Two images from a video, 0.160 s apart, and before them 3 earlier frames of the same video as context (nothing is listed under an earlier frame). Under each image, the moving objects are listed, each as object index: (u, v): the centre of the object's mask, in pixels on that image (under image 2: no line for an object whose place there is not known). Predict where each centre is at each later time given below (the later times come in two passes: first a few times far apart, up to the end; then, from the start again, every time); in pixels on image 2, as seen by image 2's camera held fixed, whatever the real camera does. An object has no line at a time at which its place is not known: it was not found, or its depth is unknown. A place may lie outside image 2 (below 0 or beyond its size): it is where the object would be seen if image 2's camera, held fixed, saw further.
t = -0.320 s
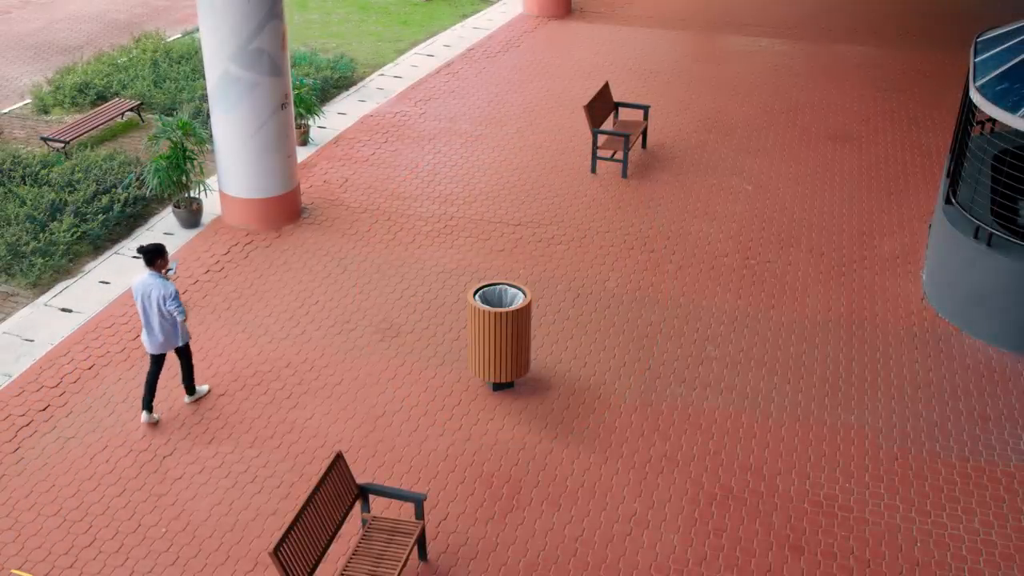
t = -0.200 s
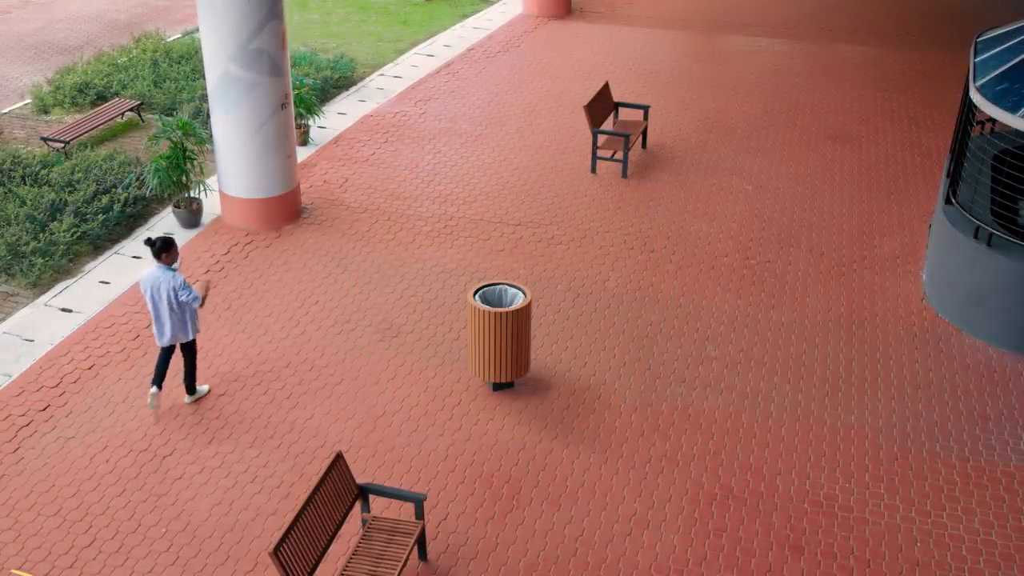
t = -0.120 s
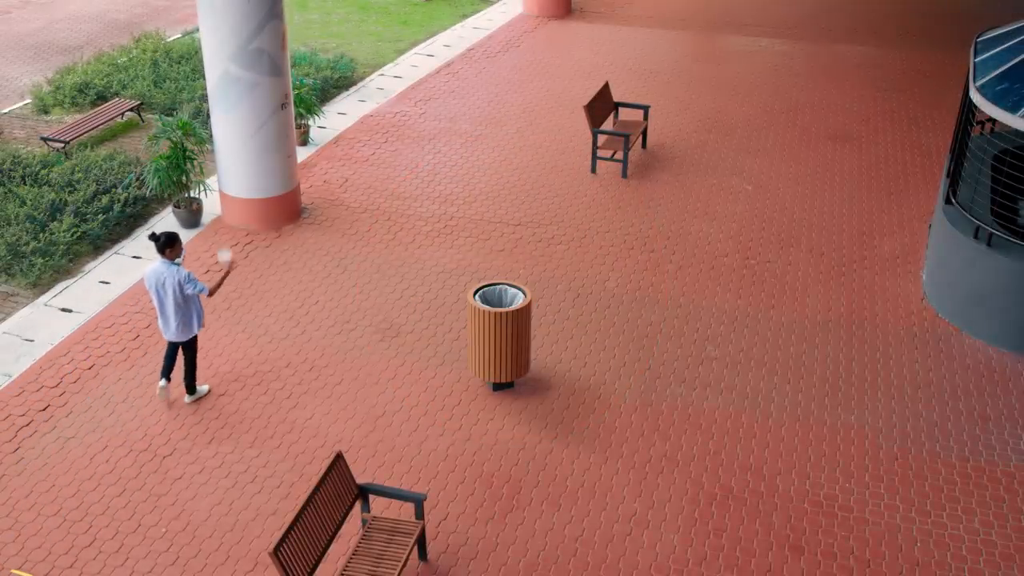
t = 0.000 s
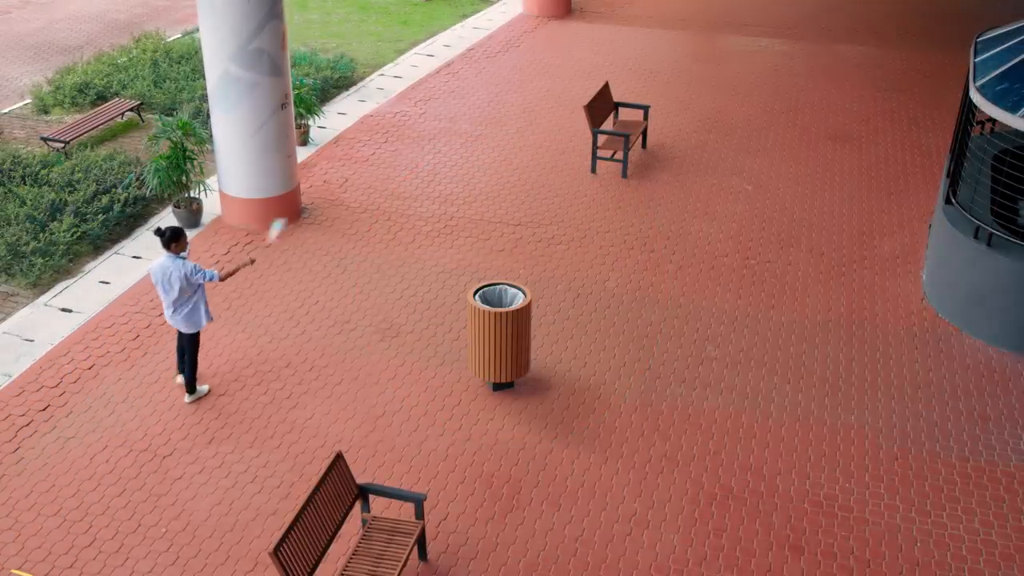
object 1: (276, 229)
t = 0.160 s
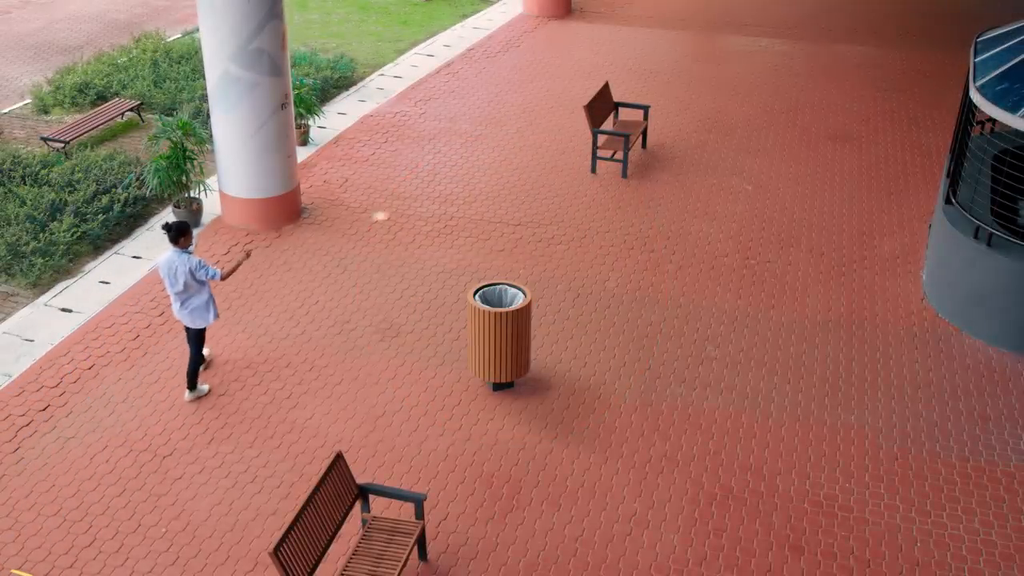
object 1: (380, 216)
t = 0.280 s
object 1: (452, 229)
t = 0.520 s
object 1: (556, 302)
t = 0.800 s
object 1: (639, 396)
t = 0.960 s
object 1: (654, 419)
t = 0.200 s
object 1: (407, 220)
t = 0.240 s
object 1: (433, 224)
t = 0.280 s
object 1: (452, 229)
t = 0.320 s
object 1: (469, 236)
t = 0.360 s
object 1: (487, 244)
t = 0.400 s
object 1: (504, 255)
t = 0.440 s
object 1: (522, 267)
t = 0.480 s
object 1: (539, 281)
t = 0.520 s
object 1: (556, 302)
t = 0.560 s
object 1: (572, 327)
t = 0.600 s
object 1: (588, 354)
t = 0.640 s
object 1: (603, 382)
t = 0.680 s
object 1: (617, 404)
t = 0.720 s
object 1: (627, 400)
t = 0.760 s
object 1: (634, 396)
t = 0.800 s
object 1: (639, 396)
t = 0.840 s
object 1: (643, 403)
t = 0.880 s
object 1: (647, 410)
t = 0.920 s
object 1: (650, 420)
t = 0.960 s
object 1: (654, 419)
